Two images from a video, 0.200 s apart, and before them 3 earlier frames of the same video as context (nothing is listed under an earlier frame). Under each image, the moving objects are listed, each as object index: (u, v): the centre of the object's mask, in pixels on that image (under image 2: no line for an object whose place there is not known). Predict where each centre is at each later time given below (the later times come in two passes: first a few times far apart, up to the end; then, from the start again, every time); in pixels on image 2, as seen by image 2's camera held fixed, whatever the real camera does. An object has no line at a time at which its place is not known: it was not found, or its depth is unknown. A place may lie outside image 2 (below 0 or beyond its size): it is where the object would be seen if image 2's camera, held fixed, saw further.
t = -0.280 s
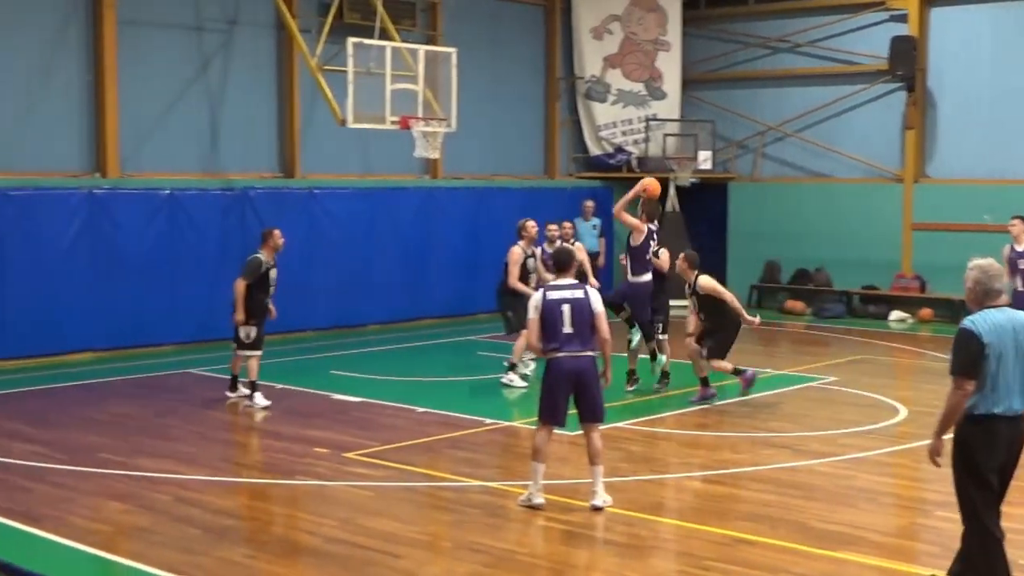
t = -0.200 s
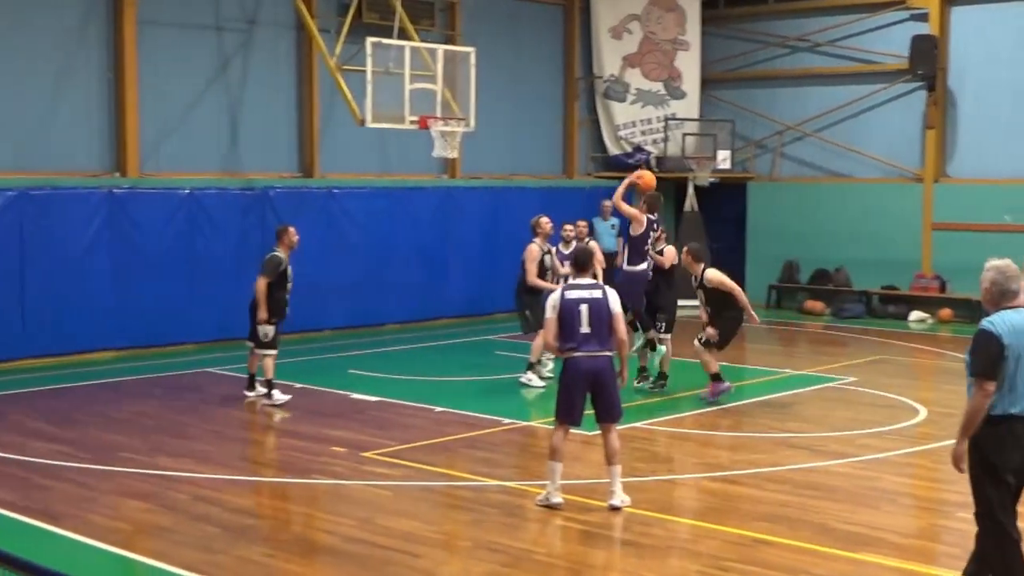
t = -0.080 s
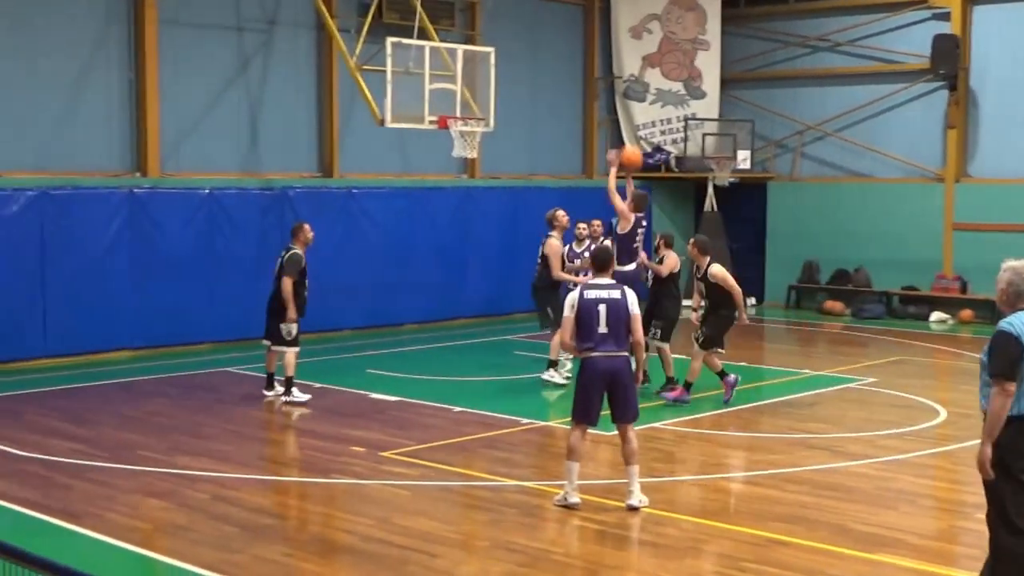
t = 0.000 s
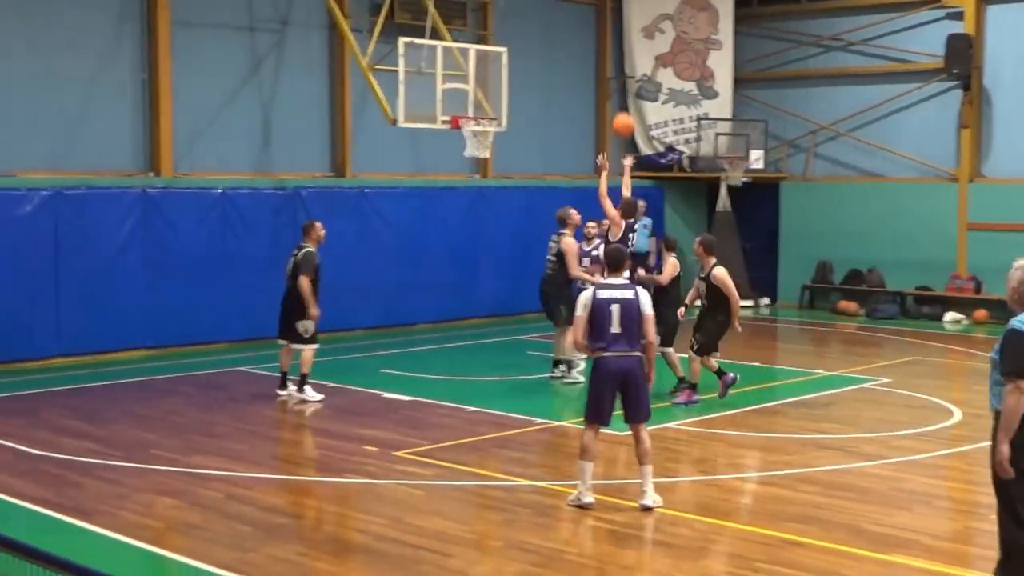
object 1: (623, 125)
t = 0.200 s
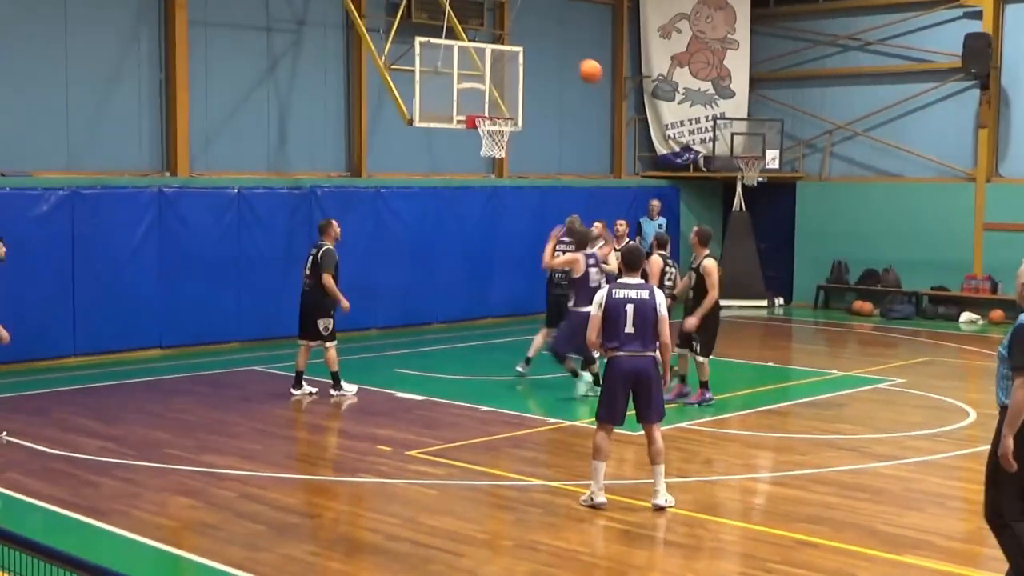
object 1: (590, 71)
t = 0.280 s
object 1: (572, 59)
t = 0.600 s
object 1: (502, 73)
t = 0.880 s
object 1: (448, 151)
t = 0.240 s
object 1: (581, 64)
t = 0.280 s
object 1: (572, 59)
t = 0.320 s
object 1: (563, 56)
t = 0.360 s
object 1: (554, 55)
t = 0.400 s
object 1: (545, 55)
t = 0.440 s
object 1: (536, 56)
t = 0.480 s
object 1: (528, 58)
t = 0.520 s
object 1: (519, 61)
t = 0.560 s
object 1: (510, 67)
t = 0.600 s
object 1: (502, 73)
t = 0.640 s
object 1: (494, 80)
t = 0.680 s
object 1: (486, 89)
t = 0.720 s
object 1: (477, 99)
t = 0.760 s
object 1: (470, 109)
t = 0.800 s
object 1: (463, 123)
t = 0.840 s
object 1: (455, 137)
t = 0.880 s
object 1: (448, 151)
